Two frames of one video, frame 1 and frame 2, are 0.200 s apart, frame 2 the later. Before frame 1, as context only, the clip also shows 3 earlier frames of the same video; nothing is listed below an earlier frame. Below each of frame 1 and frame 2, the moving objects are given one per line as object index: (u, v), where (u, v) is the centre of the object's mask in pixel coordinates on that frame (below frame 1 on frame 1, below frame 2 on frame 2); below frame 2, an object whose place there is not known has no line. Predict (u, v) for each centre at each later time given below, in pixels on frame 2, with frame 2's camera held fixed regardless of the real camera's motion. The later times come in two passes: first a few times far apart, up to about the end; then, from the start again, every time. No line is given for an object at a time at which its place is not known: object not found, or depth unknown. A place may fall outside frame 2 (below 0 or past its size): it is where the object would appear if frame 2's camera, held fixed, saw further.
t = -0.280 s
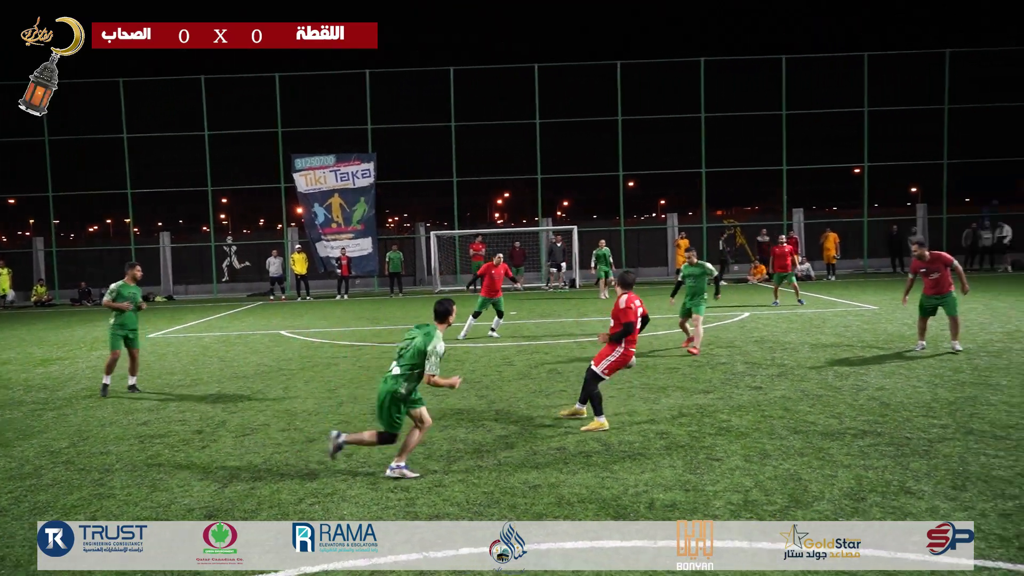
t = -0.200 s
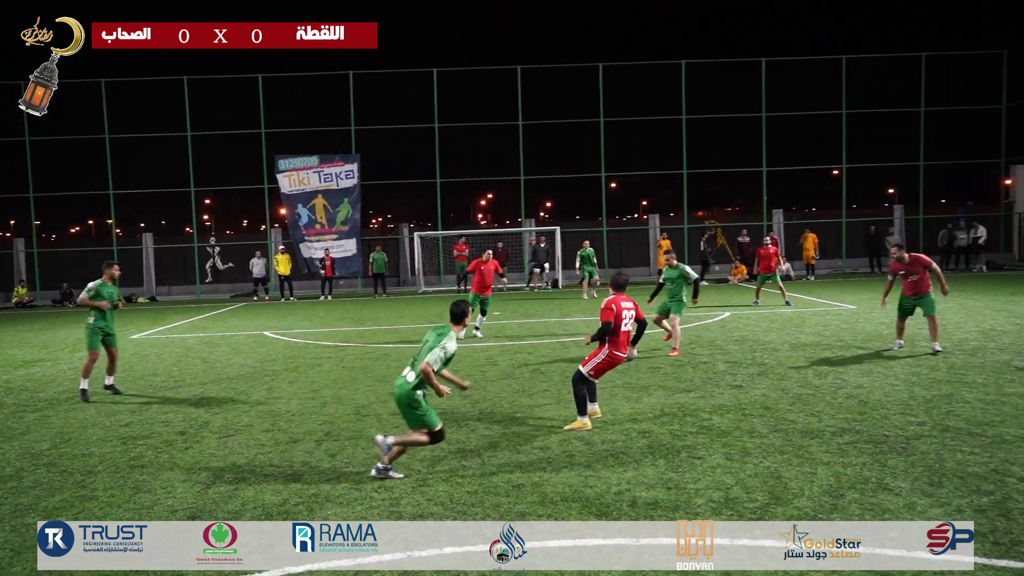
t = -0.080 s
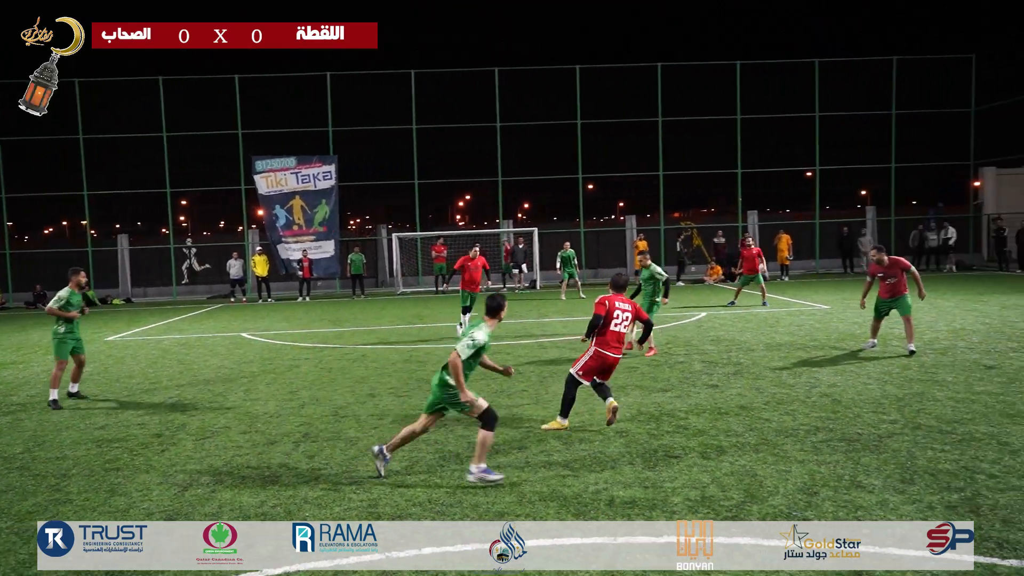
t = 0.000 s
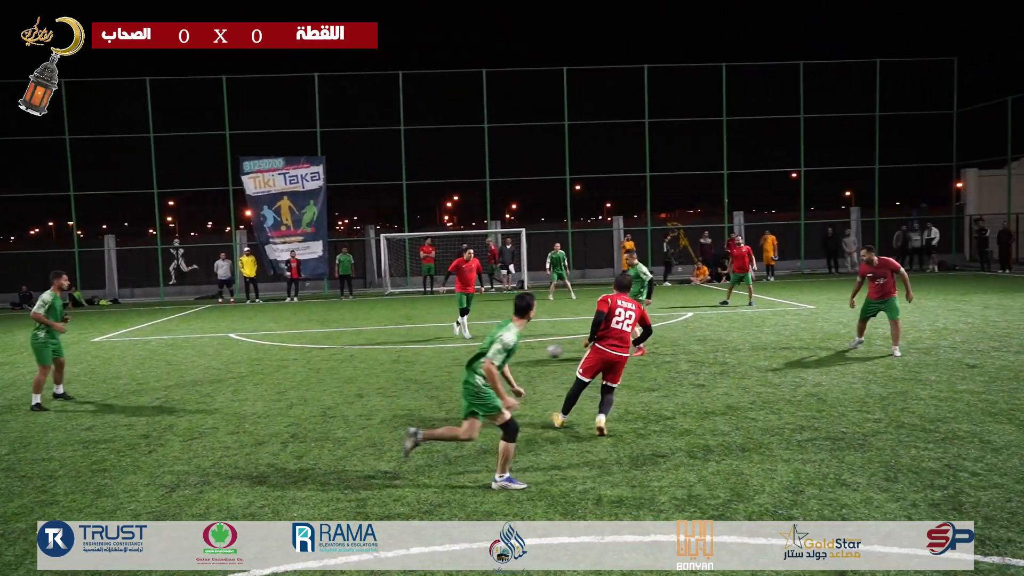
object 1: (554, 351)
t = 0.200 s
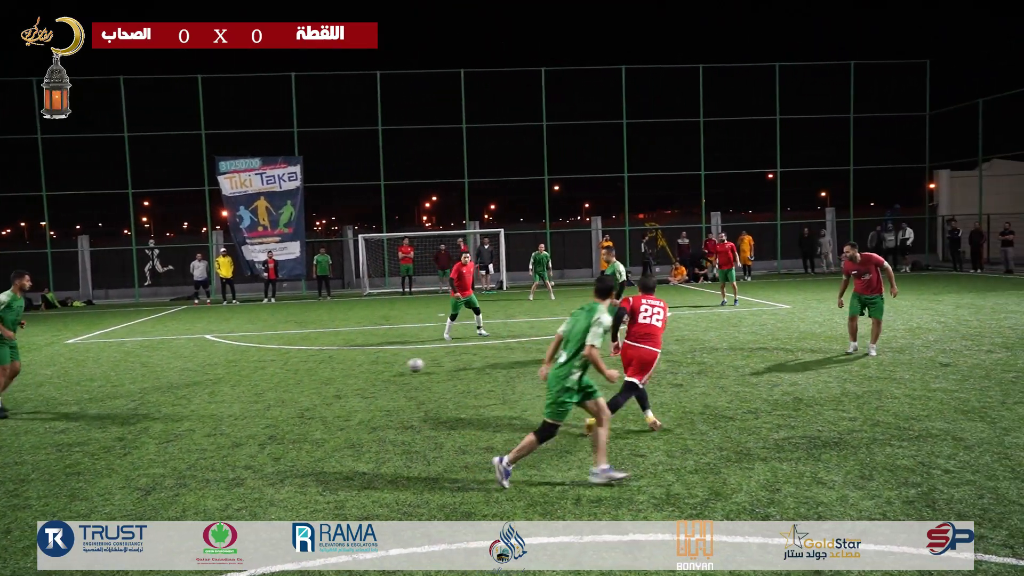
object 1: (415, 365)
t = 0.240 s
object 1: (391, 369)
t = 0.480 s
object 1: (261, 382)
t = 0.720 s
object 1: (148, 394)
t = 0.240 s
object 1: (391, 369)
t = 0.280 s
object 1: (368, 371)
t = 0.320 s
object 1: (348, 372)
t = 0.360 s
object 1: (325, 374)
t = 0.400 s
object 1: (303, 378)
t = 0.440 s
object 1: (281, 382)
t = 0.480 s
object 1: (261, 382)
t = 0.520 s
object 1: (240, 384)
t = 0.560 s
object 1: (220, 388)
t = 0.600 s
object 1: (200, 391)
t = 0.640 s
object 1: (183, 390)
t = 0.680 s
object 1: (166, 392)
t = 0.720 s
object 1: (148, 394)
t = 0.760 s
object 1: (130, 398)
